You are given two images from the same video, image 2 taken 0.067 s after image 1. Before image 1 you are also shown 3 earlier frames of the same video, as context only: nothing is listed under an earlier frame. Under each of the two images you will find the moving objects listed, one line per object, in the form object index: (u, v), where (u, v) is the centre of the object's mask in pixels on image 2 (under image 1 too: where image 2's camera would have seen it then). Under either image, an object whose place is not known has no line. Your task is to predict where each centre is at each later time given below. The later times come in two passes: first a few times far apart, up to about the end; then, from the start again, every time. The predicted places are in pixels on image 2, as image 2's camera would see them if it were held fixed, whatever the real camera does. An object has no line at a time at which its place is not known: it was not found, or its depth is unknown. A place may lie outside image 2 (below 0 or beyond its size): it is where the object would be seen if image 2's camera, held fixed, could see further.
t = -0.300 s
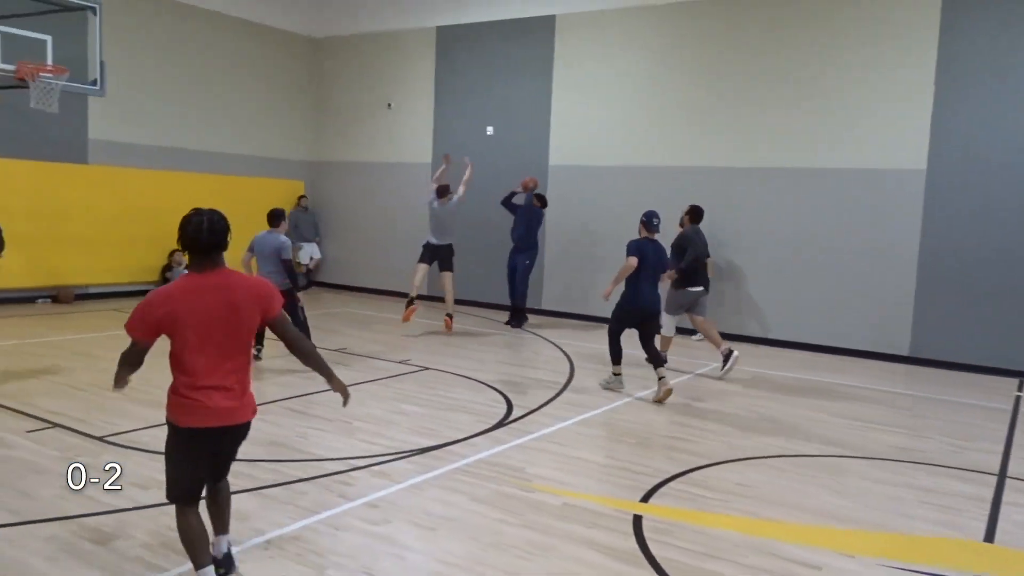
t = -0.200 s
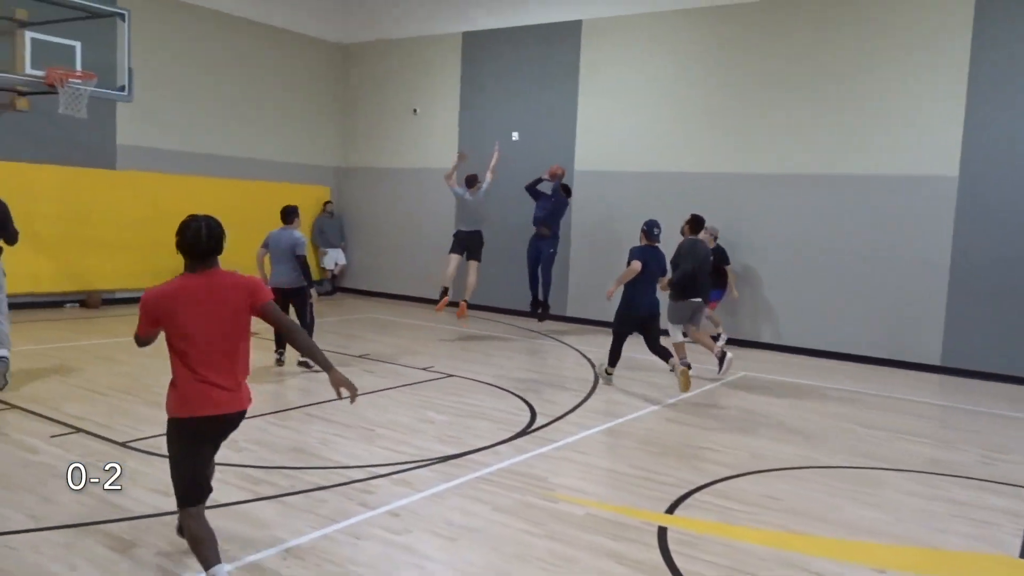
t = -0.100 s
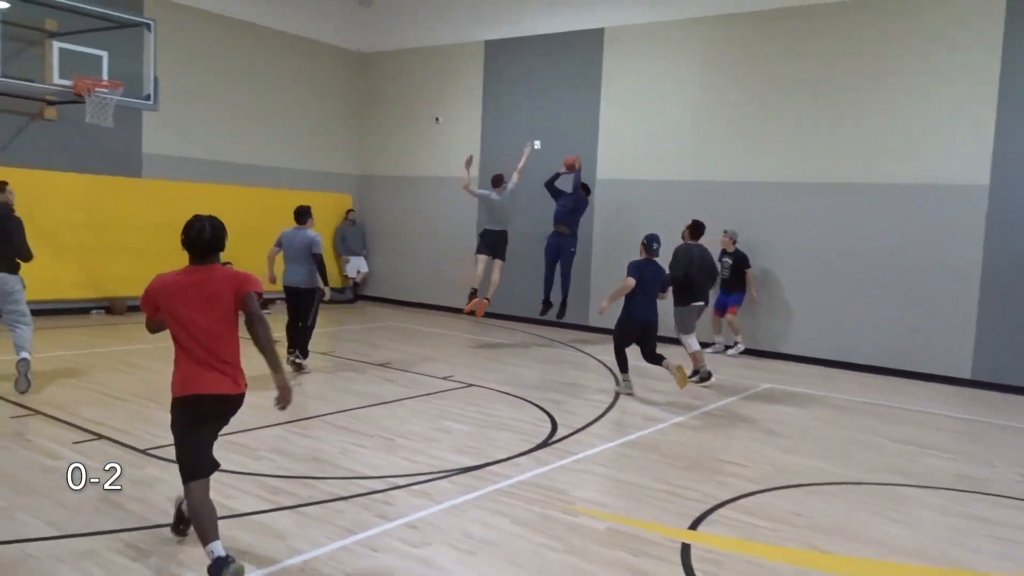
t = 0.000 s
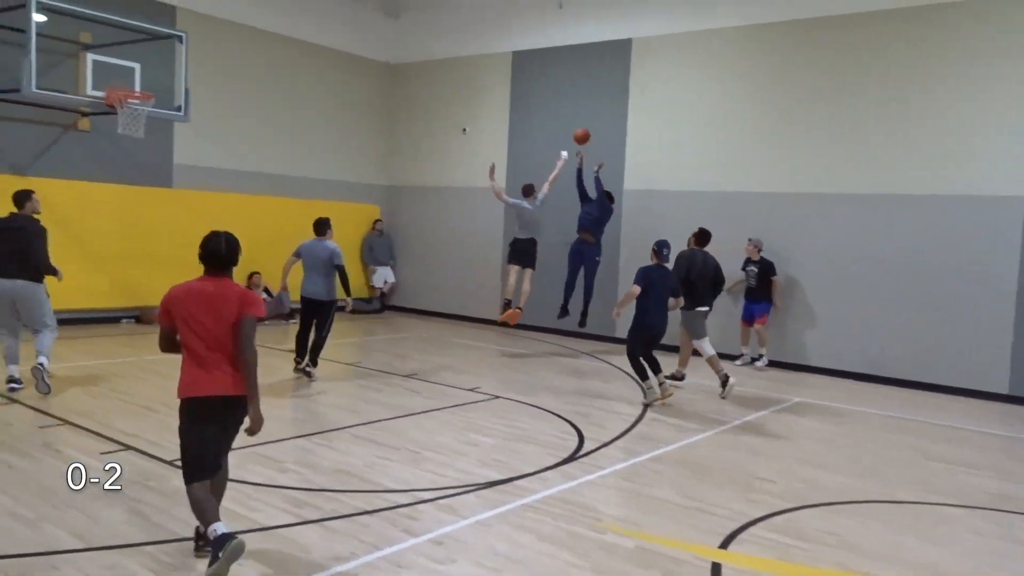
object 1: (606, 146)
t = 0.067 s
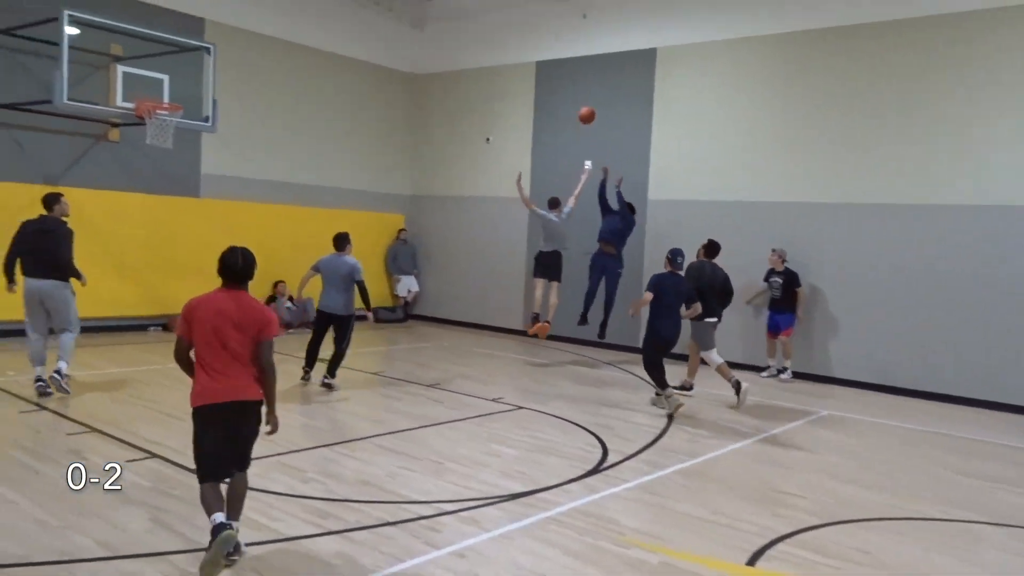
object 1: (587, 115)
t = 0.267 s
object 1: (526, 40)
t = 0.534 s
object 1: (438, -21)
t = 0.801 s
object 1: (345, -29)
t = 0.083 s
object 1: (582, 108)
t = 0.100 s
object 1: (577, 101)
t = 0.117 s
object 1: (571, 94)
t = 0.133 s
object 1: (567, 88)
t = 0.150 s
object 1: (562, 81)
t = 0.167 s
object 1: (556, 74)
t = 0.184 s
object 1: (551, 68)
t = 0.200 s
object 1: (546, 62)
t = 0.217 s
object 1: (542, 56)
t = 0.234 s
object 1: (537, 51)
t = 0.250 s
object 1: (531, 45)
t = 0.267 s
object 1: (526, 40)
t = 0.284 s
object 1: (521, 35)
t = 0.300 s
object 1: (516, 30)
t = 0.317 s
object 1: (510, 25)
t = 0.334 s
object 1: (505, 21)
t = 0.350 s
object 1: (499, 16)
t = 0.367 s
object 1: (493, 12)
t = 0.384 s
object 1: (488, 8)
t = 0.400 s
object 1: (482, 4)
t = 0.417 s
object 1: (476, 0)
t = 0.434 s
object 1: (471, -4)
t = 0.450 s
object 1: (466, -7)
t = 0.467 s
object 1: (460, -10)
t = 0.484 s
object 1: (455, -13)
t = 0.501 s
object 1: (449, -16)
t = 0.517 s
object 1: (443, -18)
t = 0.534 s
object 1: (438, -21)
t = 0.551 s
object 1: (432, -22)
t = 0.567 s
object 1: (427, -24)
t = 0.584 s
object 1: (421, -26)
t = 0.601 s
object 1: (416, -27)
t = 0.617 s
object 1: (410, -29)
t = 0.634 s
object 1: (404, -30)
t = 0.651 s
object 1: (399, -31)
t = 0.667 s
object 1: (393, -31)
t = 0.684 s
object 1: (387, -32)
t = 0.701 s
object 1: (381, -32)
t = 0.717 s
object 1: (375, -33)
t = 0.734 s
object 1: (369, -32)
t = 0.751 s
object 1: (364, -31)
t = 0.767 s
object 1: (357, -31)
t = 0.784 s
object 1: (352, -30)
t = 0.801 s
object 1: (345, -29)
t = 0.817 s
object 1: (339, -28)
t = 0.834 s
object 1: (332, -27)
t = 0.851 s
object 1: (326, -25)
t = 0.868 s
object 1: (319, -22)
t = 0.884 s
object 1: (312, -20)
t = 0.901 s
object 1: (307, -18)
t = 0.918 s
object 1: (300, -15)
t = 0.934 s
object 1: (295, -12)
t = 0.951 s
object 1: (287, -9)
